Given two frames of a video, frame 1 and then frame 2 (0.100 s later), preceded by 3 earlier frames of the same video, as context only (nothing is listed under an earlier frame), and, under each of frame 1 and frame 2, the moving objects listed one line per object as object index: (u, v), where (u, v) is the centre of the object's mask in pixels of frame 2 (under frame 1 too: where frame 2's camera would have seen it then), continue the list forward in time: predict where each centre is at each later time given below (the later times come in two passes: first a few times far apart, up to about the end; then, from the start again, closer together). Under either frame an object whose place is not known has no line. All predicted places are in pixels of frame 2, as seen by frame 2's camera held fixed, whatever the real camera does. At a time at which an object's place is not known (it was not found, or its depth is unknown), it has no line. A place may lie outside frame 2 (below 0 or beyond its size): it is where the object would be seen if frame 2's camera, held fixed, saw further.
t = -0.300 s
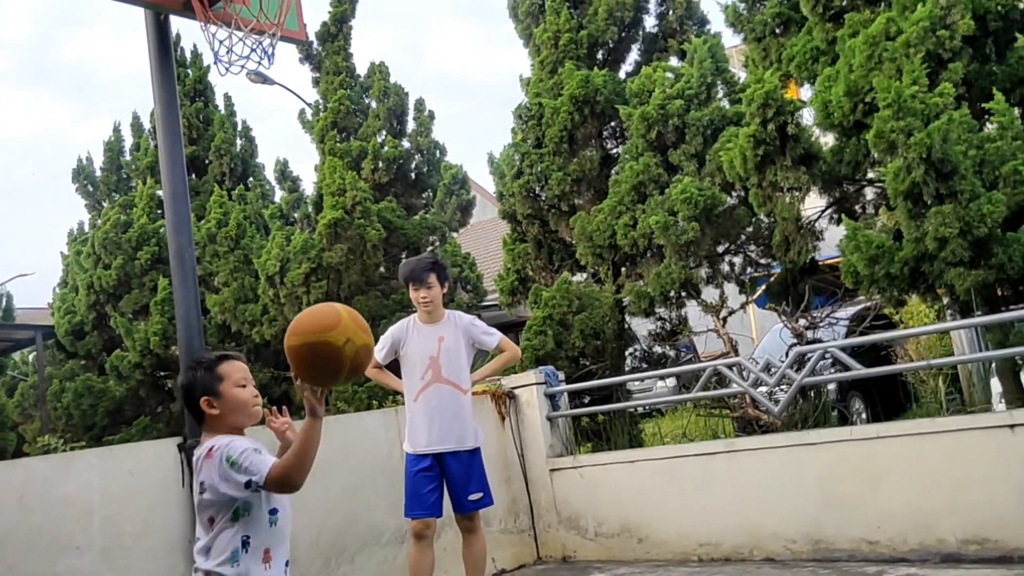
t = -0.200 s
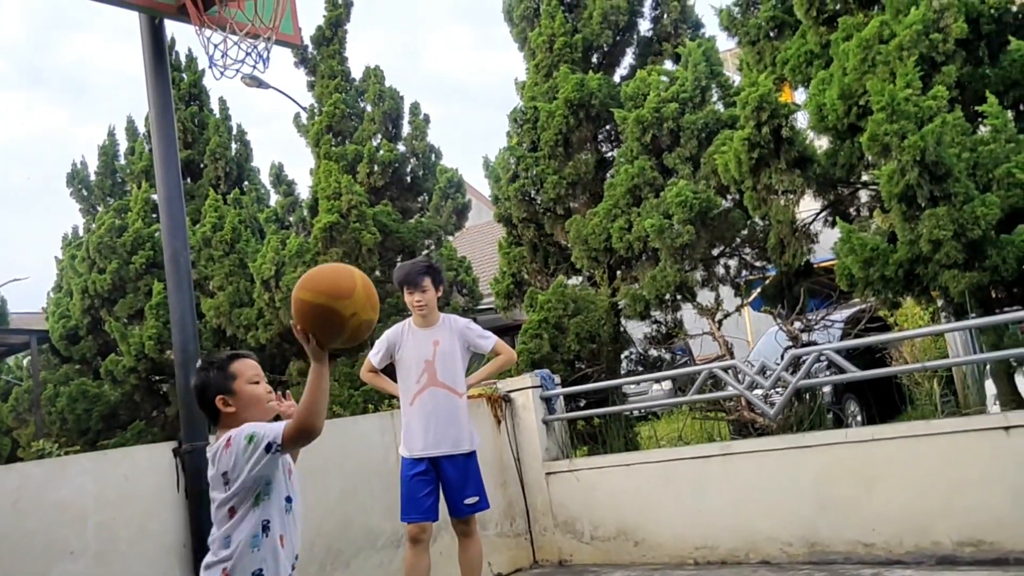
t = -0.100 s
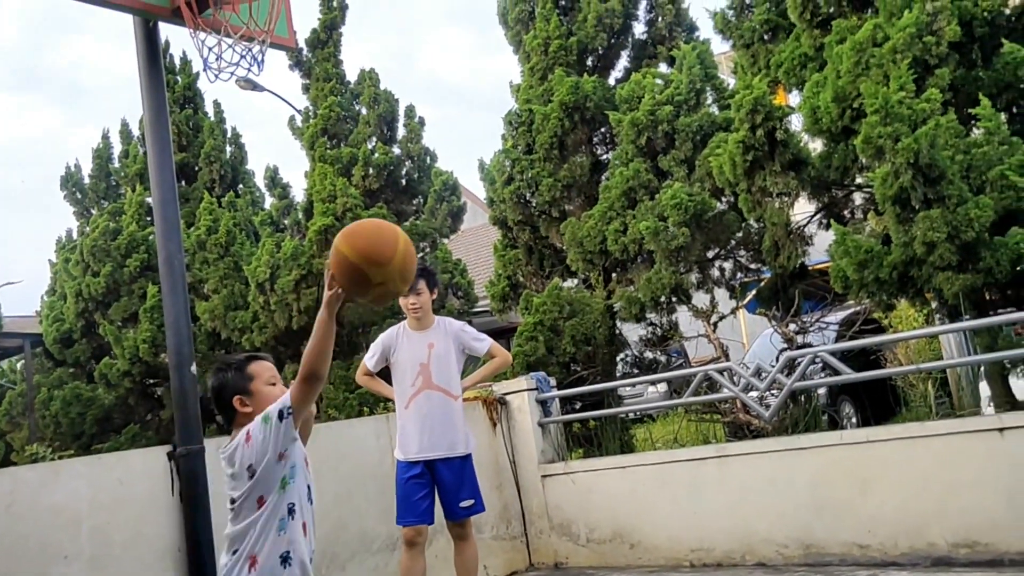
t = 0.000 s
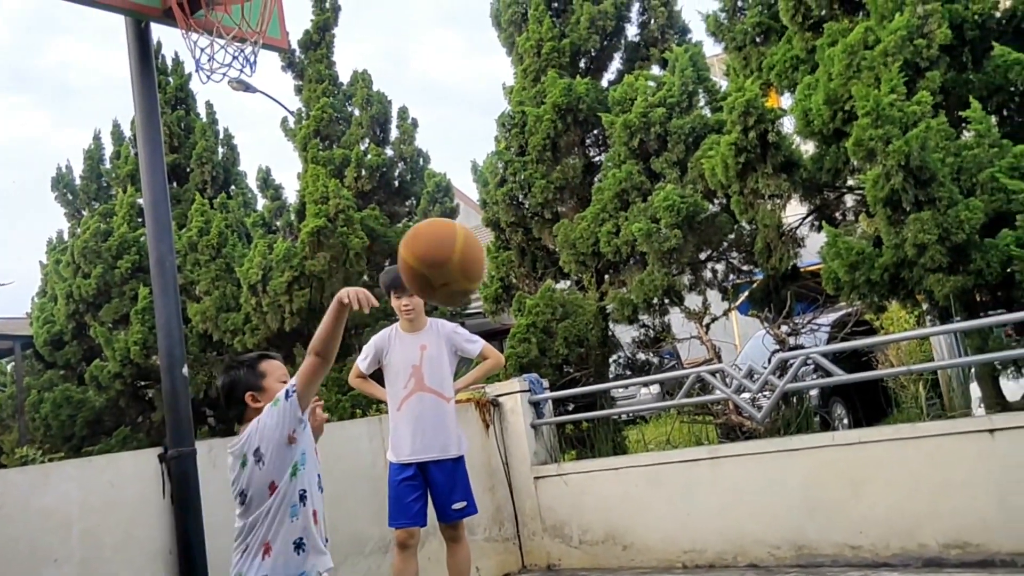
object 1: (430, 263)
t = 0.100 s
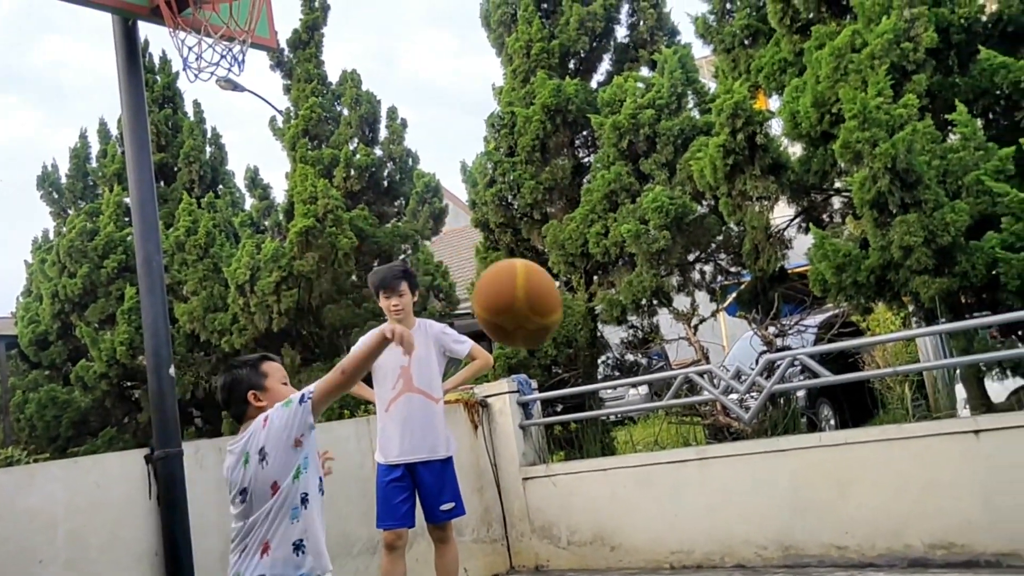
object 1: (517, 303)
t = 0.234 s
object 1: (649, 426)
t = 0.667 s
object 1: (909, 387)
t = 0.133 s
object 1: (548, 326)
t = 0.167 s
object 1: (580, 354)
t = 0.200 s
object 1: (614, 387)
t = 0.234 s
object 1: (649, 426)
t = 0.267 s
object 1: (685, 469)
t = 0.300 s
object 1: (722, 520)
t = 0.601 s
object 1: (891, 454)
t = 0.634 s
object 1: (899, 418)
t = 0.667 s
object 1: (909, 387)
